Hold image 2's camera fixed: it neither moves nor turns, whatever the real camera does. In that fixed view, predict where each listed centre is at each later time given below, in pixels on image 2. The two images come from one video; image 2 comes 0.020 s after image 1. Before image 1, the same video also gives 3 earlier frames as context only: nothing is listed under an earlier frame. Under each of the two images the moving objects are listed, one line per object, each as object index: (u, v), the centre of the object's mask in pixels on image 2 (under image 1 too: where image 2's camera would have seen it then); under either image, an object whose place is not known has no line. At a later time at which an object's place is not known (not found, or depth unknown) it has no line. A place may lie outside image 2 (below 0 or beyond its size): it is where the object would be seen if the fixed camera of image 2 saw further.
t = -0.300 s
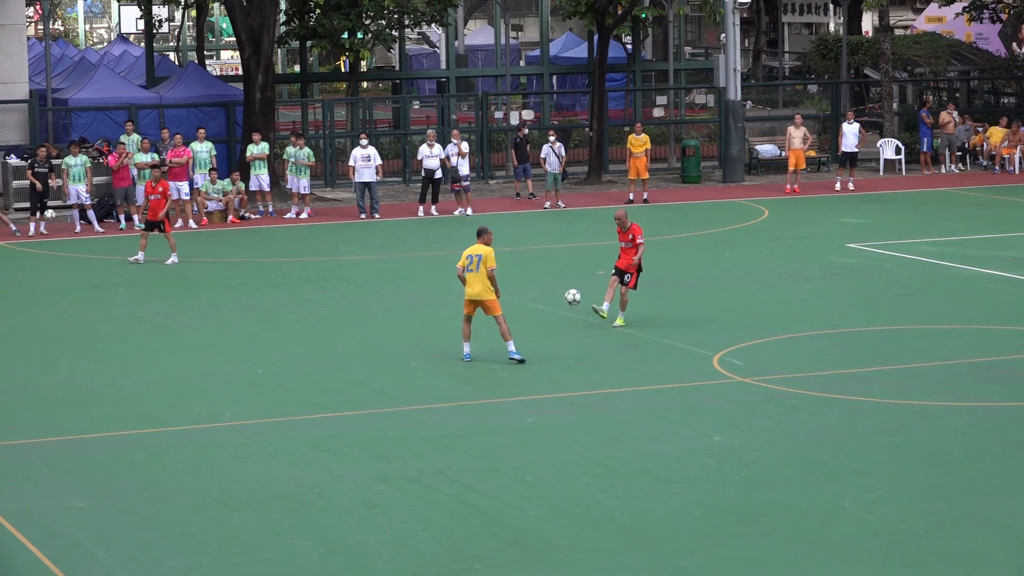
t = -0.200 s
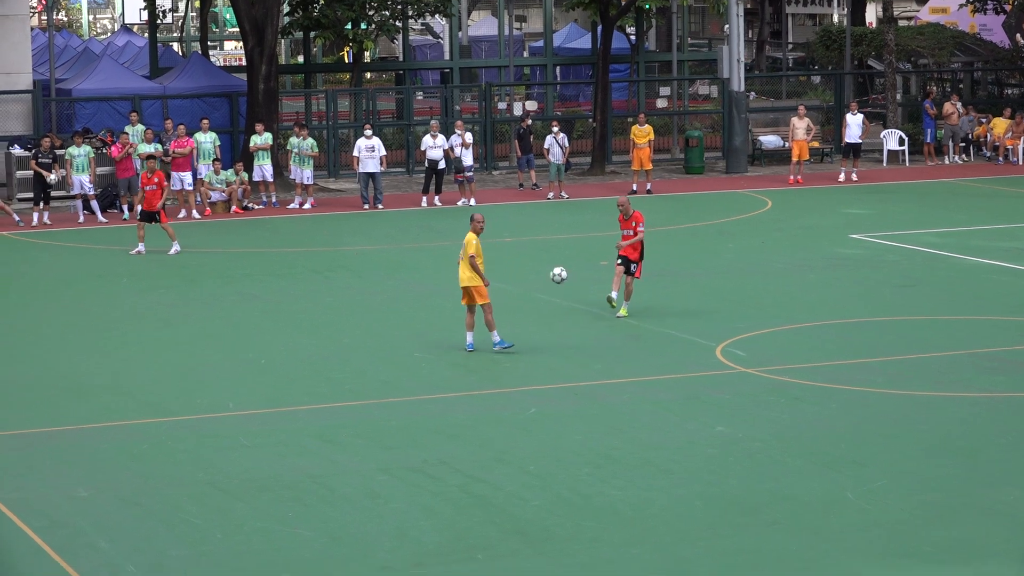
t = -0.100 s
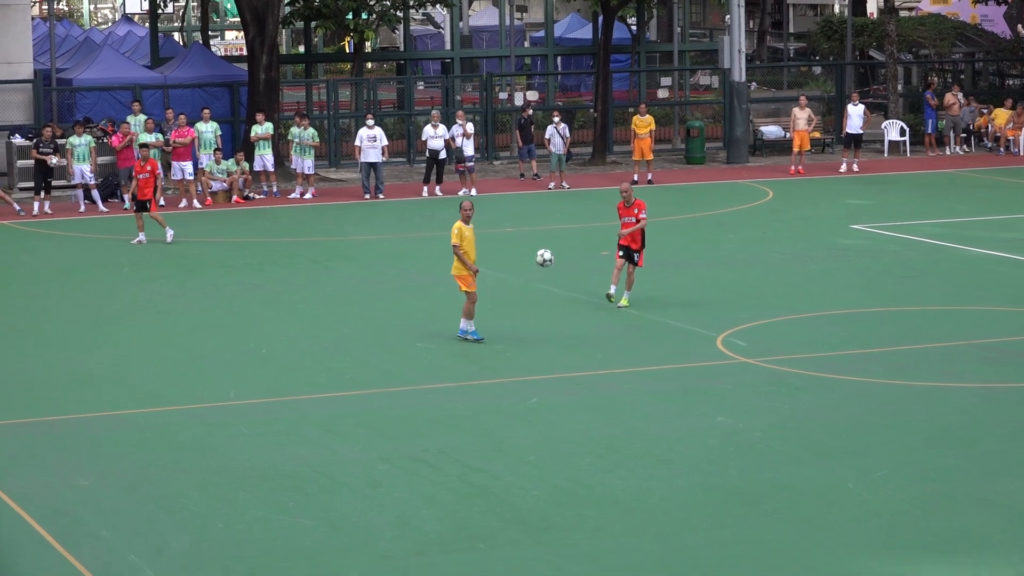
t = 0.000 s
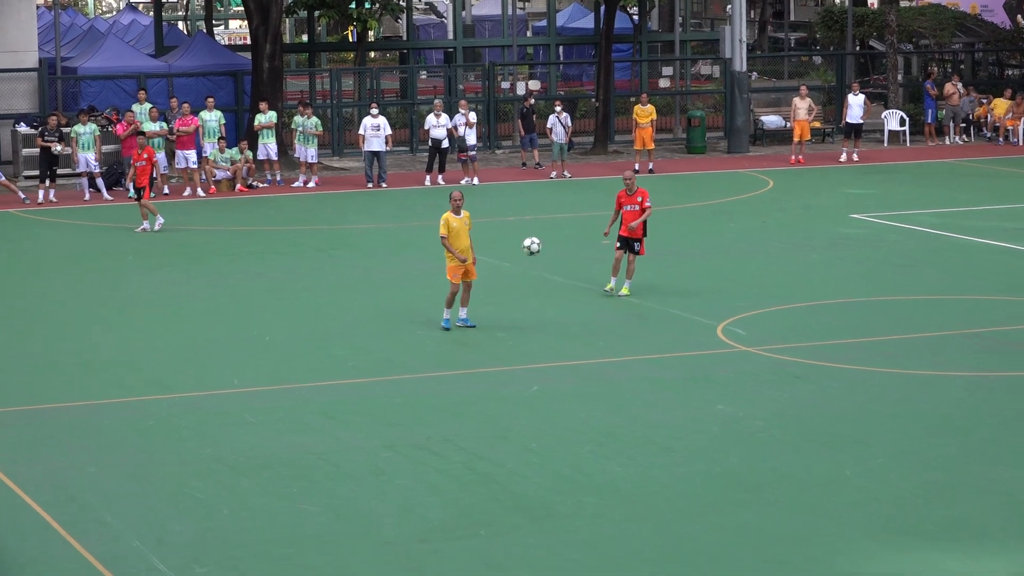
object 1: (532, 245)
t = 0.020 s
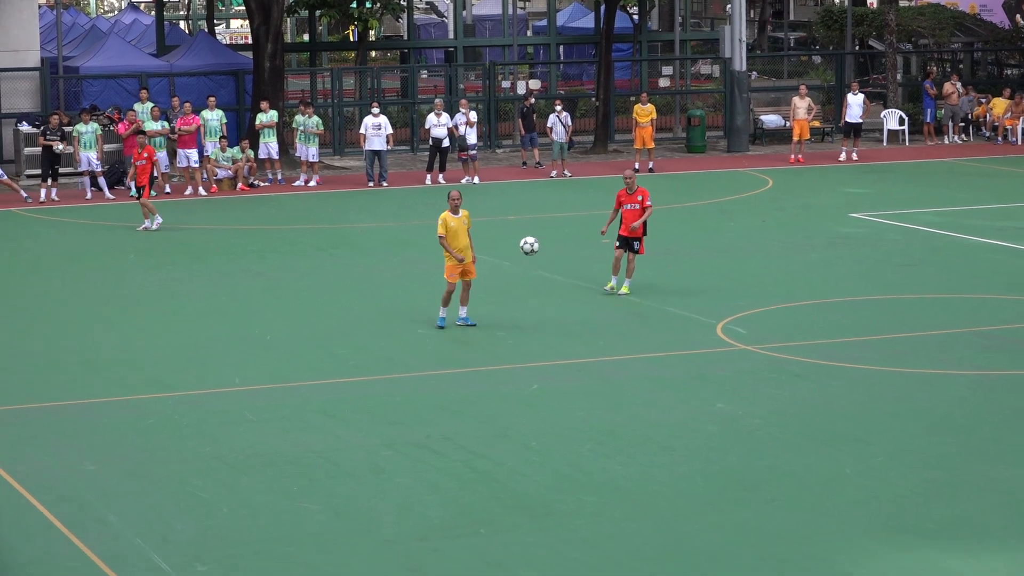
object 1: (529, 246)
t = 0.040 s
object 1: (526, 247)
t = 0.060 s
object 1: (524, 248)
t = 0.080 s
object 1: (521, 250)
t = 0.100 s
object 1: (519, 253)
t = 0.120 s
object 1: (517, 255)
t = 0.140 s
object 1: (515, 257)
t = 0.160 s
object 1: (513, 259)
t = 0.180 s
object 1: (511, 263)
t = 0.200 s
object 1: (510, 266)
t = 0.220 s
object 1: (508, 271)
